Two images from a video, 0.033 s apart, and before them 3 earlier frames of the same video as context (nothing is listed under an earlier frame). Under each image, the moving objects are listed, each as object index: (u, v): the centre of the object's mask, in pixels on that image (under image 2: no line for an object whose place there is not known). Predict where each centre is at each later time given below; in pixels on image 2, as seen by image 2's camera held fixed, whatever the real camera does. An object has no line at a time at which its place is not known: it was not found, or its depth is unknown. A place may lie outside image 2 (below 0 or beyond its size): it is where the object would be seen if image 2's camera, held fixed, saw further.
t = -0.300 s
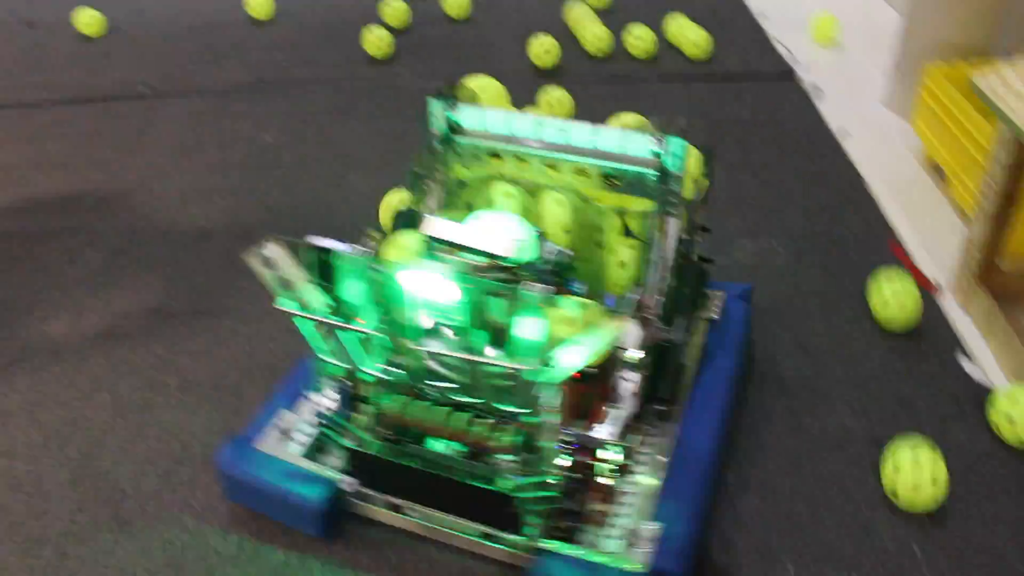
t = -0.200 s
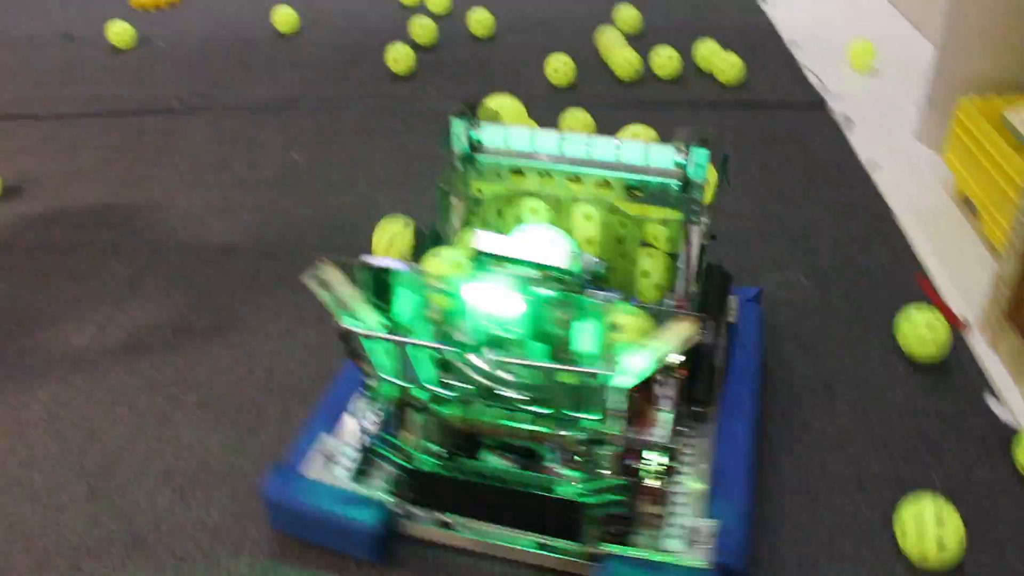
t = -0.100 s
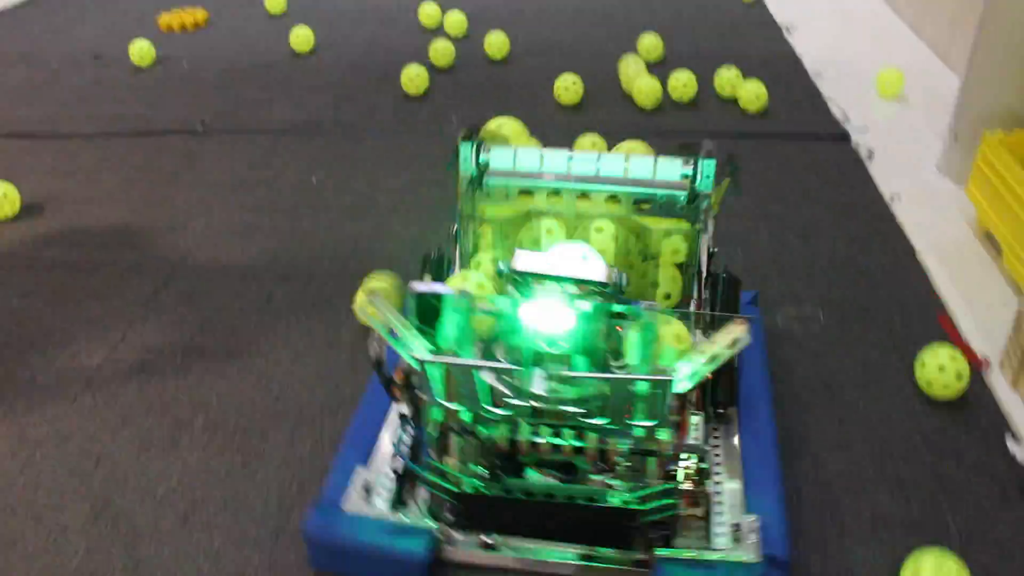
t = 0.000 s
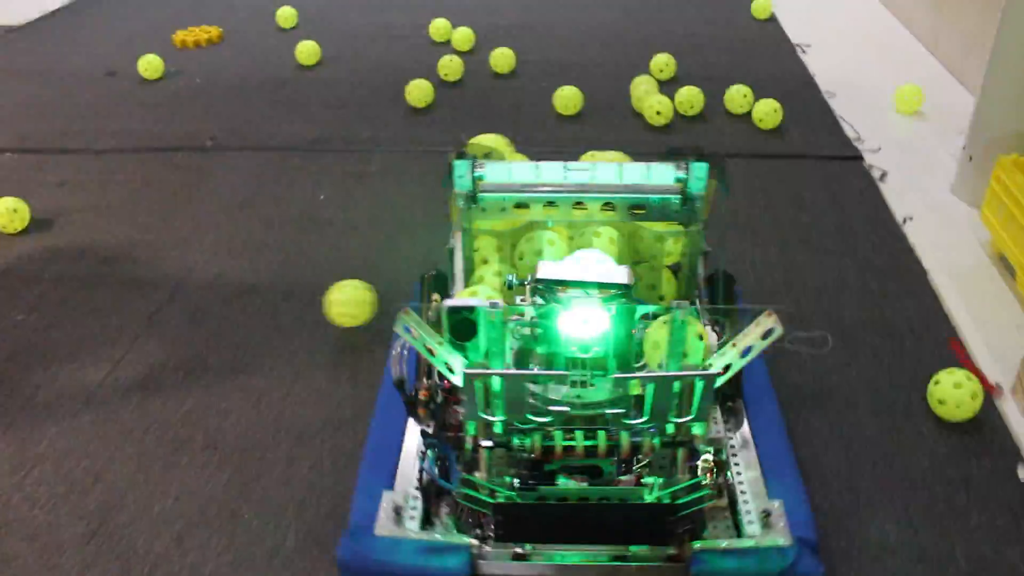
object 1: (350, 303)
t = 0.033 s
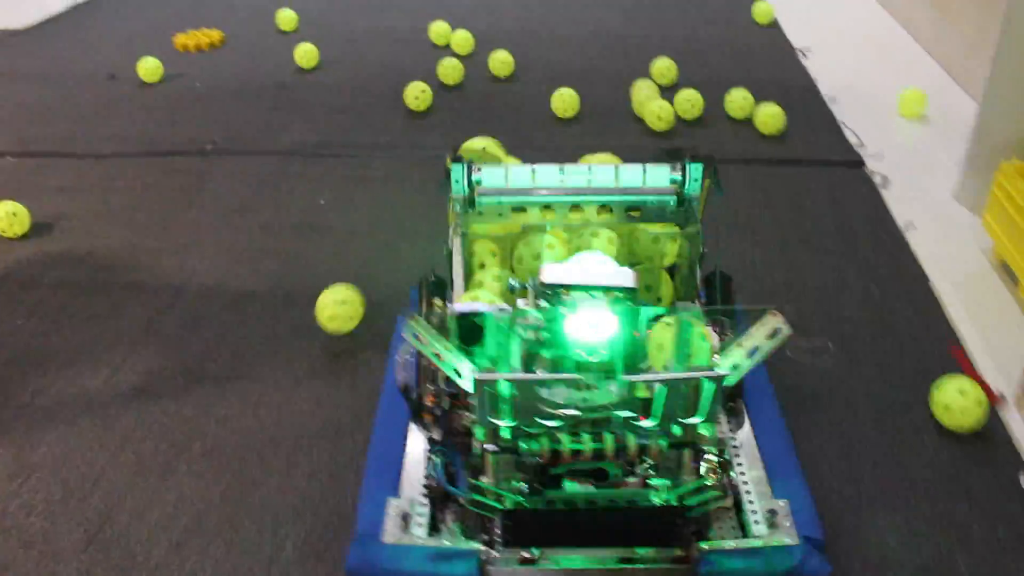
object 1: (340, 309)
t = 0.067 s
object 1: (330, 312)
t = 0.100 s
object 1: (320, 320)
